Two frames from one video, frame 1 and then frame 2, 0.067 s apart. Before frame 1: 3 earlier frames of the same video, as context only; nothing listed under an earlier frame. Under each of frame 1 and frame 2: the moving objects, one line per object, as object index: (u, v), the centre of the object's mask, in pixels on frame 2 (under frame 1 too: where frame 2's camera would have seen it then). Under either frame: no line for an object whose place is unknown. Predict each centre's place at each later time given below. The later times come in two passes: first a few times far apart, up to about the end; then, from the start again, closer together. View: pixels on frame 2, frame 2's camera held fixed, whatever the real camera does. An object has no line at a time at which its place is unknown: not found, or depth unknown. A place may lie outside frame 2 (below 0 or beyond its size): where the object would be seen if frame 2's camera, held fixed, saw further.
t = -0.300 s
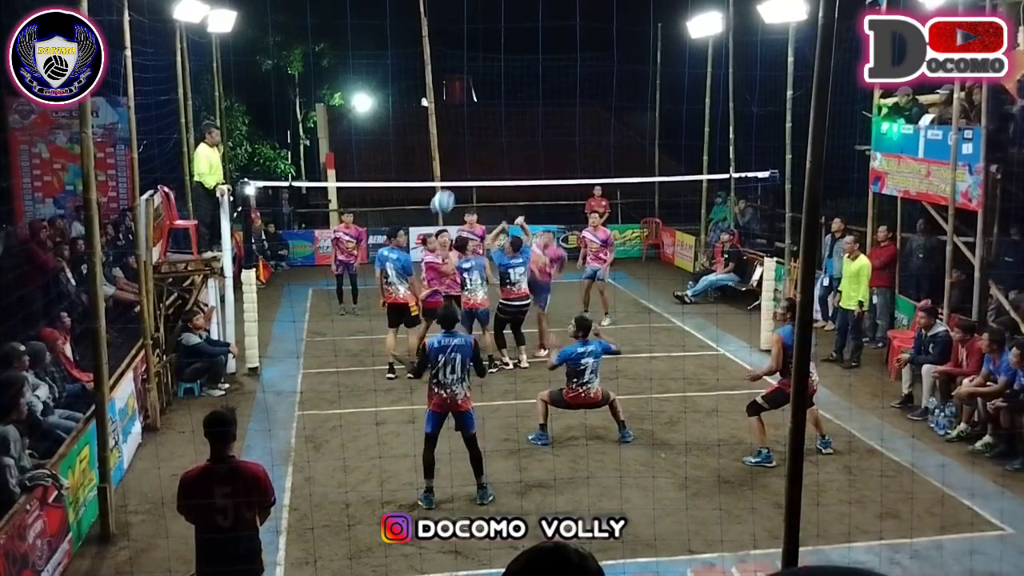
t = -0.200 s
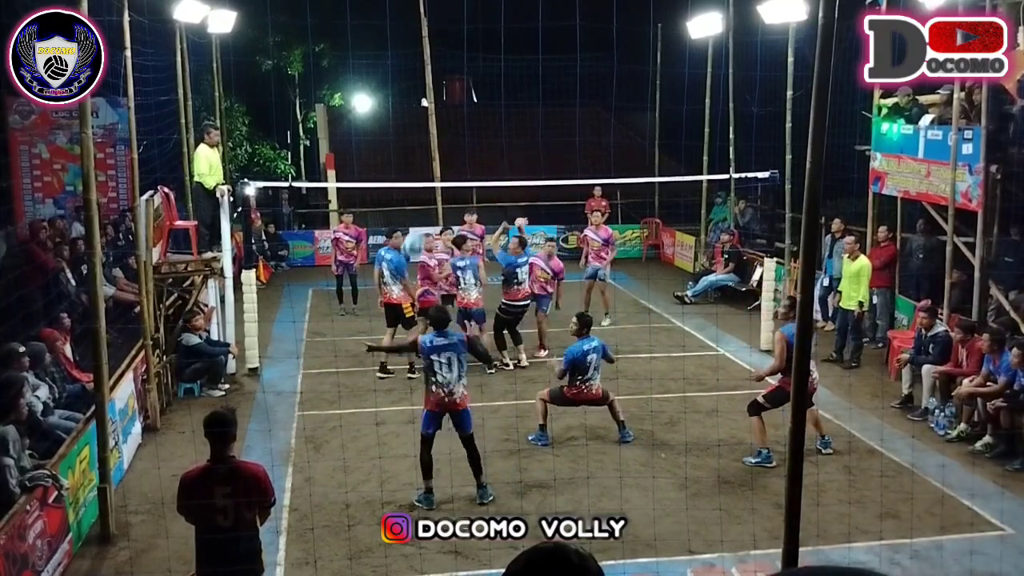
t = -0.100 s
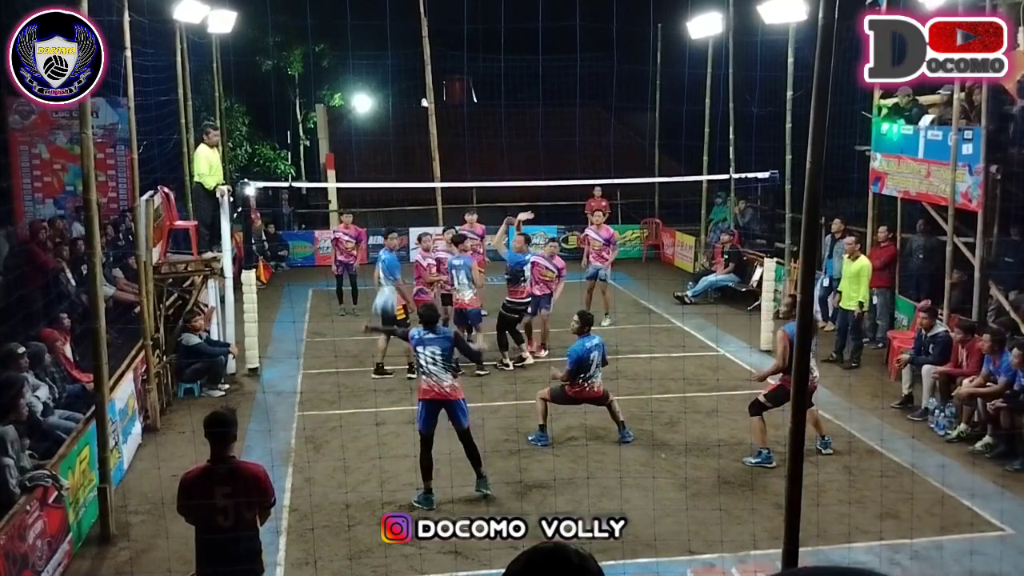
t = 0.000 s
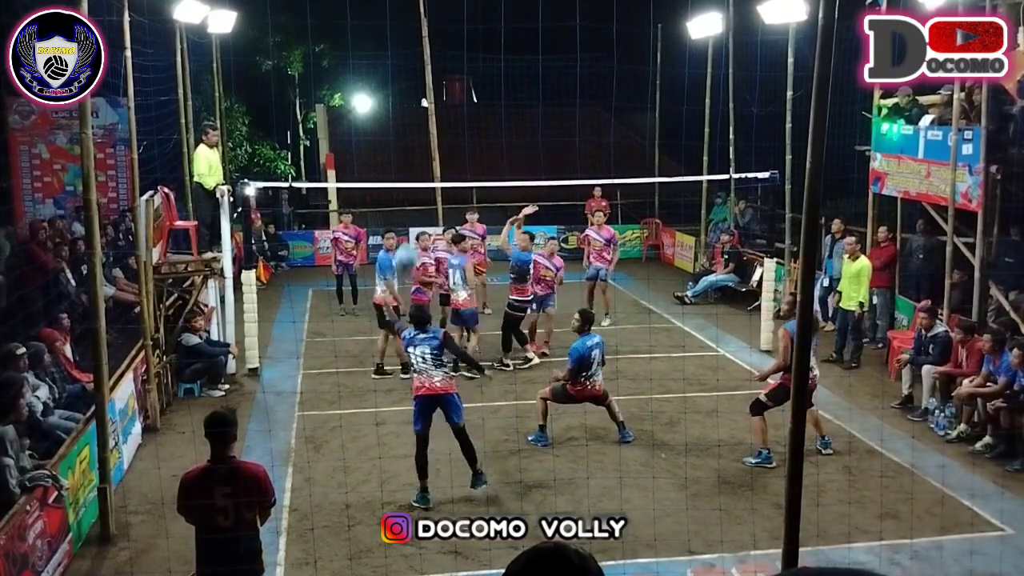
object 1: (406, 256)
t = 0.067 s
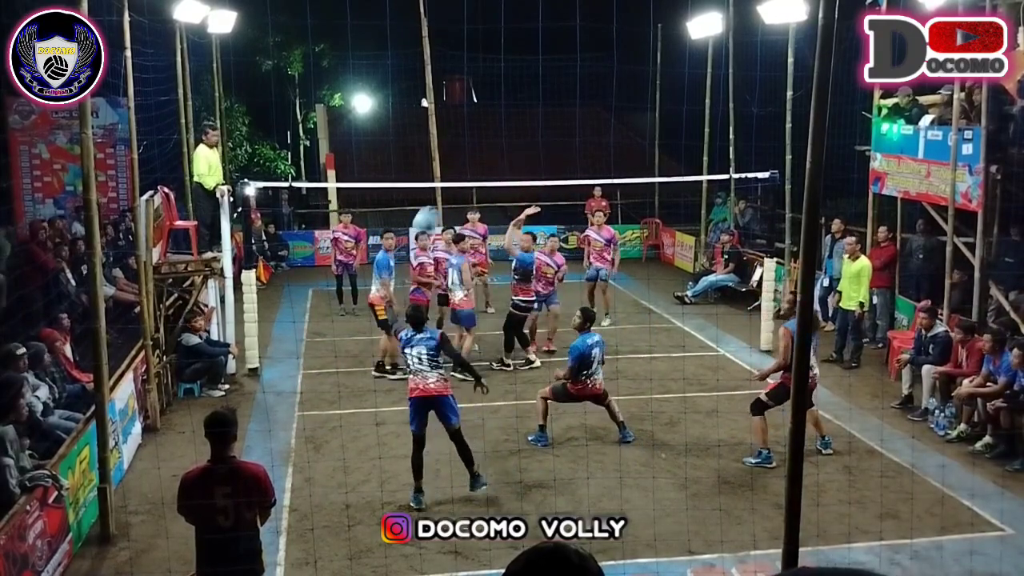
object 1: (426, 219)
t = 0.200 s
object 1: (464, 165)
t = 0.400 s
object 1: (518, 118)
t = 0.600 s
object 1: (568, 116)
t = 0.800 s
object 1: (613, 154)
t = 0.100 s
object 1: (435, 204)
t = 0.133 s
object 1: (445, 189)
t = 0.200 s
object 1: (464, 165)
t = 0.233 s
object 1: (473, 154)
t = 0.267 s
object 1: (482, 144)
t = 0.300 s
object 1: (491, 135)
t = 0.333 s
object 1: (500, 128)
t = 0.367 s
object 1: (509, 123)
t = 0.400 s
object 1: (518, 118)
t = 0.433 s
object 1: (526, 115)
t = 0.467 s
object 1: (535, 113)
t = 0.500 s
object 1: (543, 112)
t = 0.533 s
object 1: (552, 112)
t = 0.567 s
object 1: (560, 114)
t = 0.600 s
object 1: (568, 116)
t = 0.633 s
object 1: (575, 120)
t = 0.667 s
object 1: (583, 124)
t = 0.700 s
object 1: (591, 130)
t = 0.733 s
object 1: (599, 138)
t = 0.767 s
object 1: (606, 146)
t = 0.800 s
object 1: (613, 154)
